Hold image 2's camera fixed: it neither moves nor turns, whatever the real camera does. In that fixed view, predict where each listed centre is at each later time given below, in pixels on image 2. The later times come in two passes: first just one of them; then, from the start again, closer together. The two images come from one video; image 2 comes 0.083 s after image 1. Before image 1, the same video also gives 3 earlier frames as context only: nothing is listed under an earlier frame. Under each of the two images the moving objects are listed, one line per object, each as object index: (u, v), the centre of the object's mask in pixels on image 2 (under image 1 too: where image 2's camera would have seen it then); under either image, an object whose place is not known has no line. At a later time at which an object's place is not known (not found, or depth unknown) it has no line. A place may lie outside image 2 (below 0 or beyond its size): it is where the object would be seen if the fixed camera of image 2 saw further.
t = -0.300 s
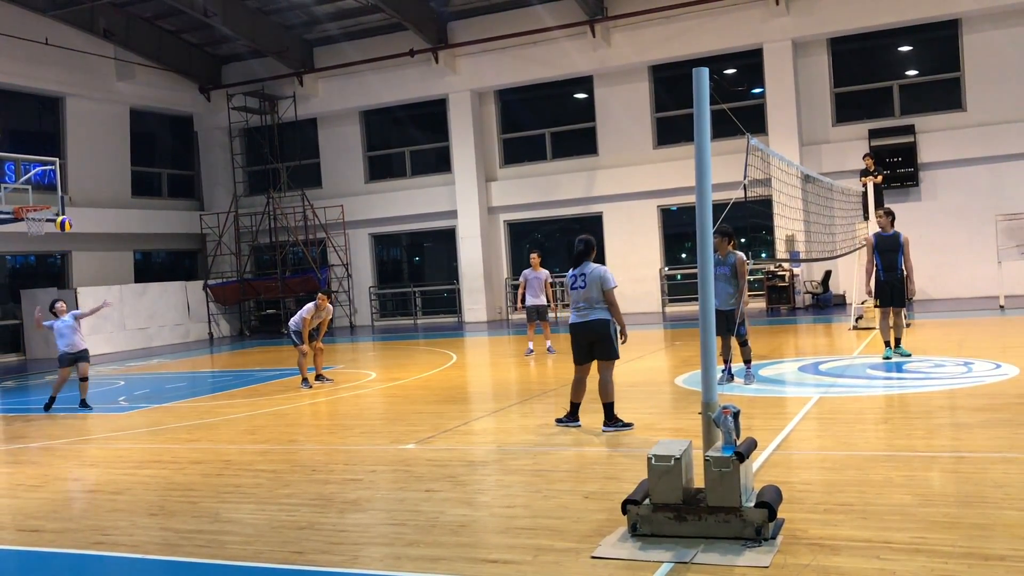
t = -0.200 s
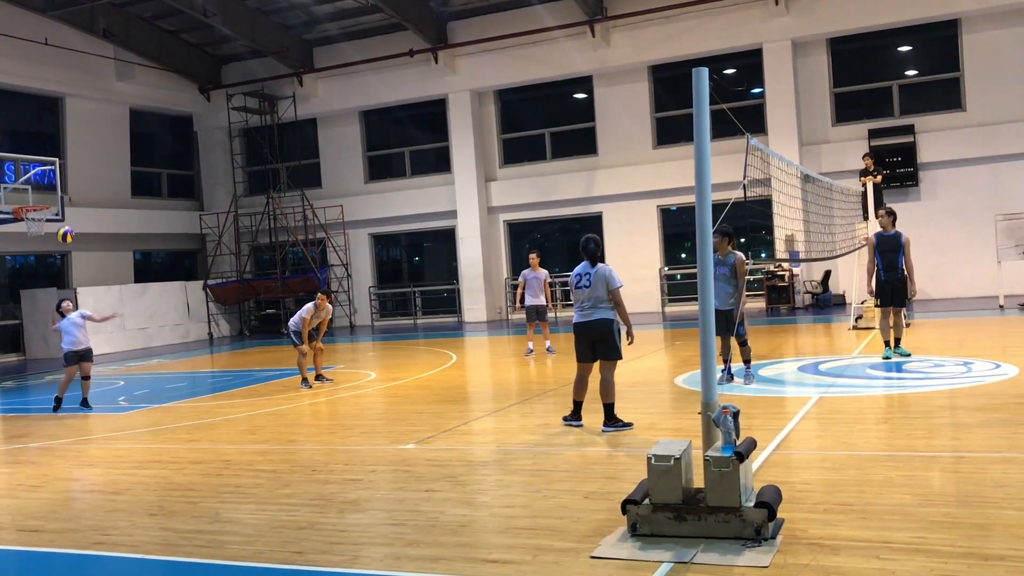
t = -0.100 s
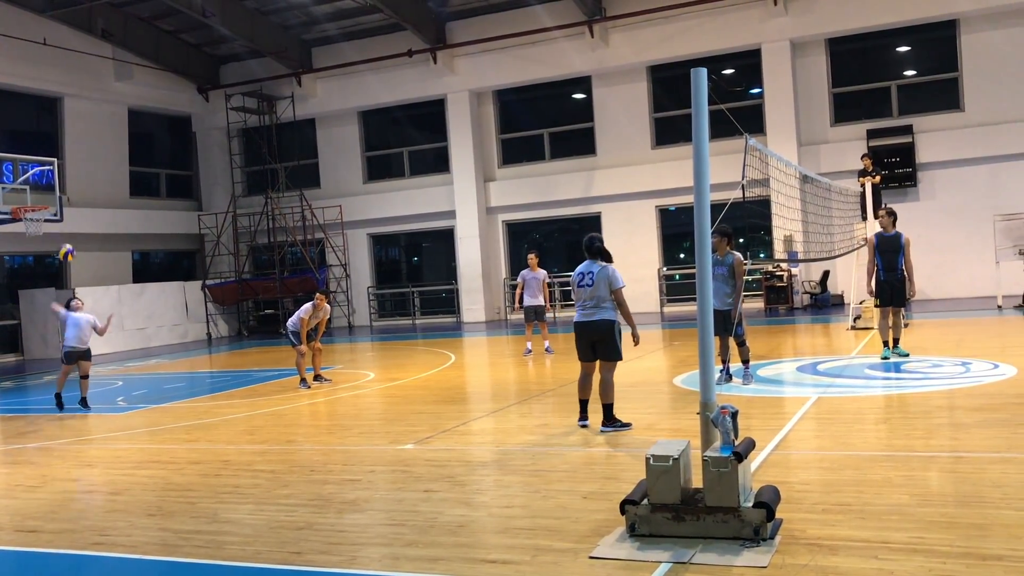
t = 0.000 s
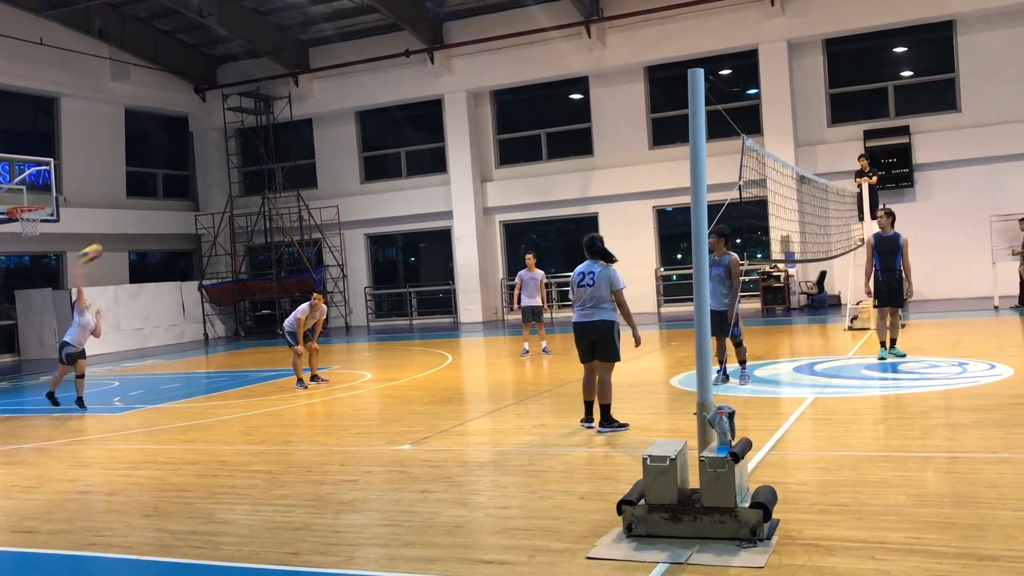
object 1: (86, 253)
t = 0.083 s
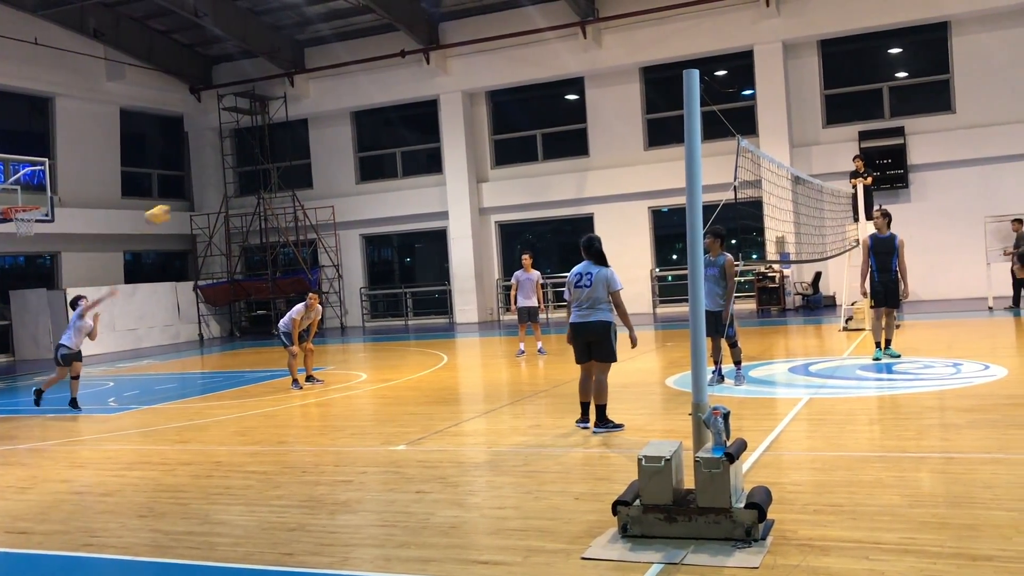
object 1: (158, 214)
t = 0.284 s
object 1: (344, 141)
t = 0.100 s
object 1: (174, 207)
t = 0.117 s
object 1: (188, 200)
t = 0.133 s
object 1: (202, 194)
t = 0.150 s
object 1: (217, 187)
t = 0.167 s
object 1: (232, 181)
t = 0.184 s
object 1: (247, 174)
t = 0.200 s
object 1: (263, 168)
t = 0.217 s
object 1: (278, 162)
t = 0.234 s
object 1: (294, 157)
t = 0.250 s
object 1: (311, 151)
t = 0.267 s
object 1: (327, 146)
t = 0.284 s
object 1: (344, 141)
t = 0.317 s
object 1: (376, 131)
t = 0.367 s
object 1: (426, 118)
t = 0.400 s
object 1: (463, 109)
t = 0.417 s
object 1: (480, 105)
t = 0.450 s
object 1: (514, 100)
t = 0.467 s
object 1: (532, 96)
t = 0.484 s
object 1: (551, 93)
